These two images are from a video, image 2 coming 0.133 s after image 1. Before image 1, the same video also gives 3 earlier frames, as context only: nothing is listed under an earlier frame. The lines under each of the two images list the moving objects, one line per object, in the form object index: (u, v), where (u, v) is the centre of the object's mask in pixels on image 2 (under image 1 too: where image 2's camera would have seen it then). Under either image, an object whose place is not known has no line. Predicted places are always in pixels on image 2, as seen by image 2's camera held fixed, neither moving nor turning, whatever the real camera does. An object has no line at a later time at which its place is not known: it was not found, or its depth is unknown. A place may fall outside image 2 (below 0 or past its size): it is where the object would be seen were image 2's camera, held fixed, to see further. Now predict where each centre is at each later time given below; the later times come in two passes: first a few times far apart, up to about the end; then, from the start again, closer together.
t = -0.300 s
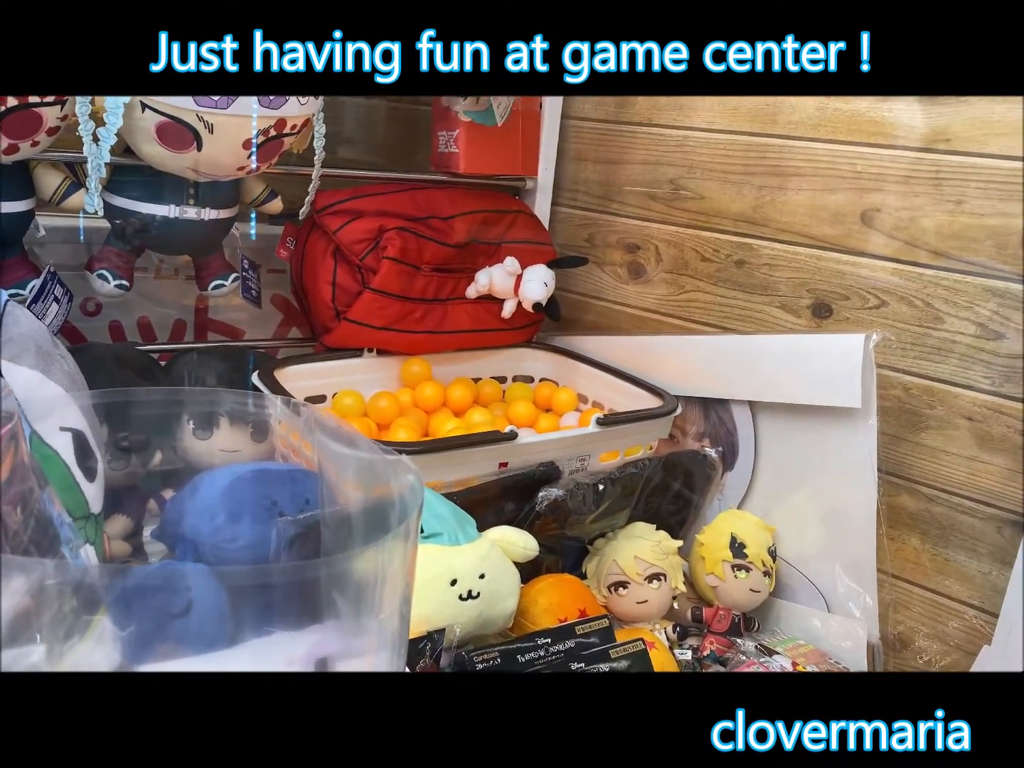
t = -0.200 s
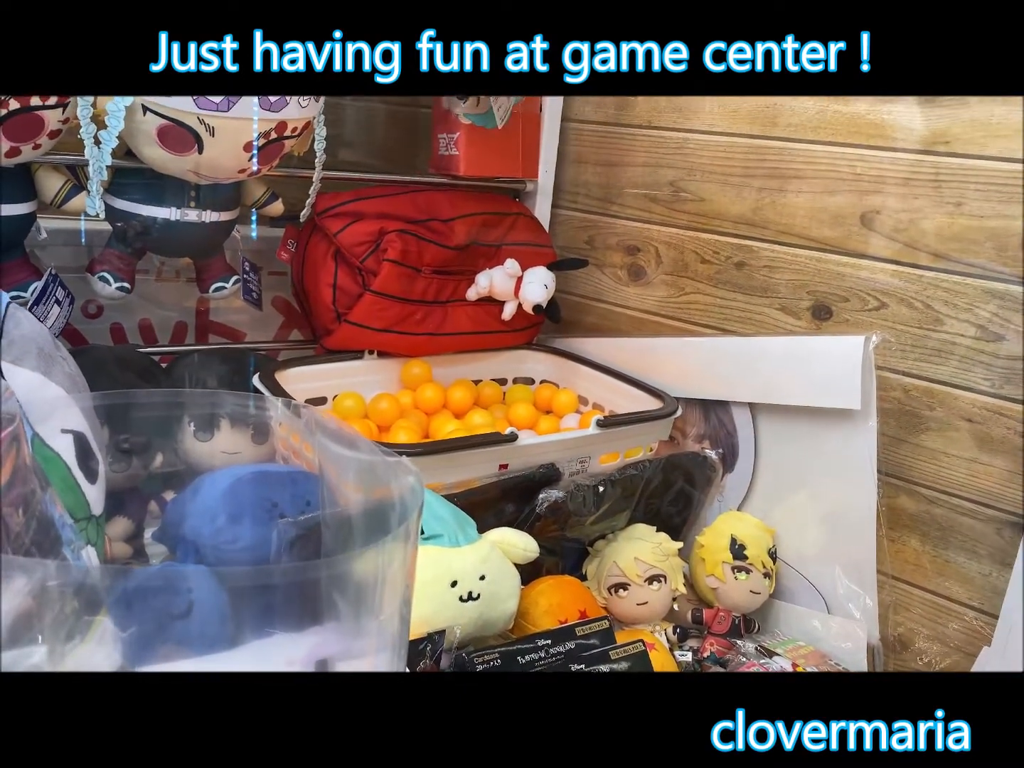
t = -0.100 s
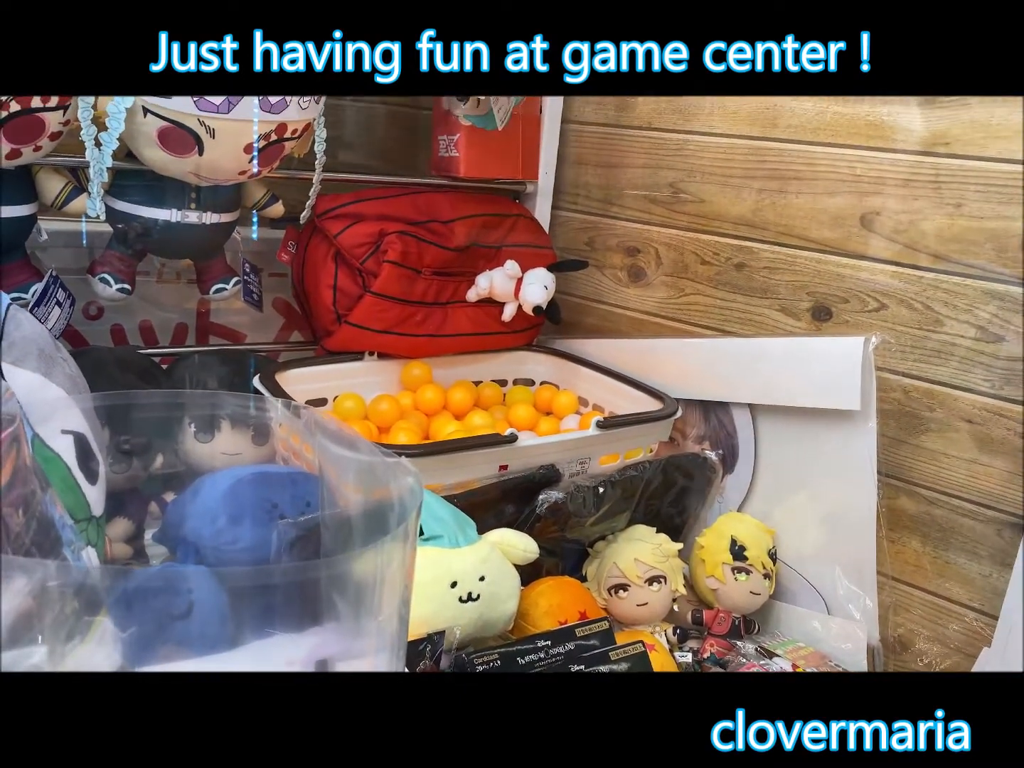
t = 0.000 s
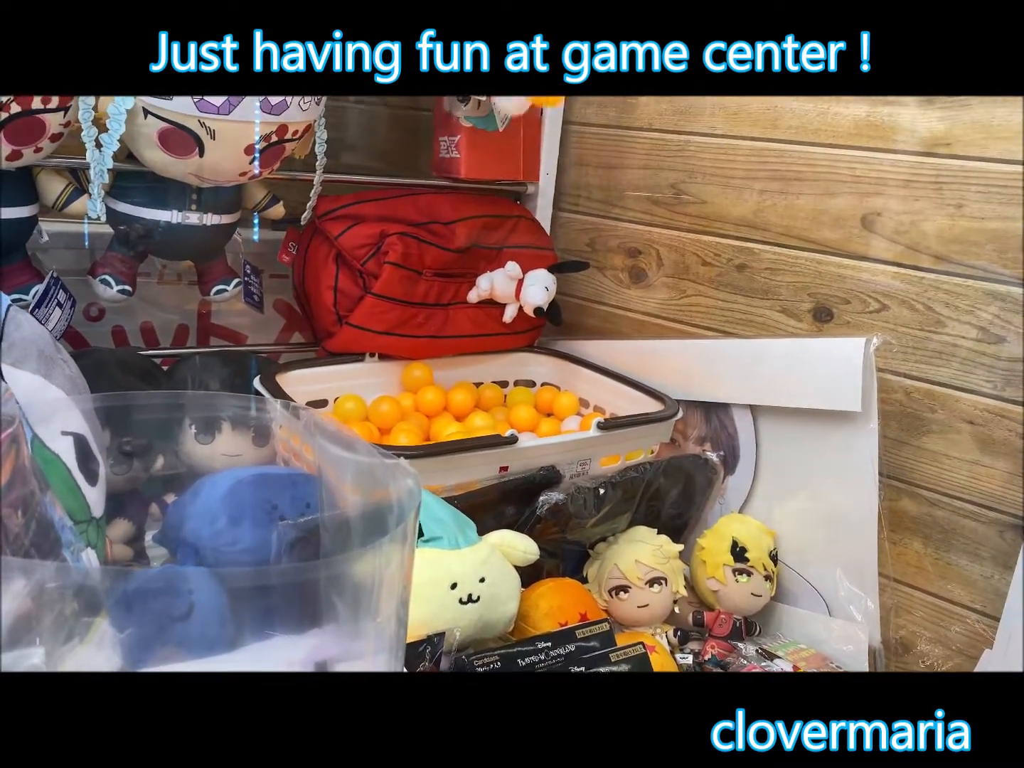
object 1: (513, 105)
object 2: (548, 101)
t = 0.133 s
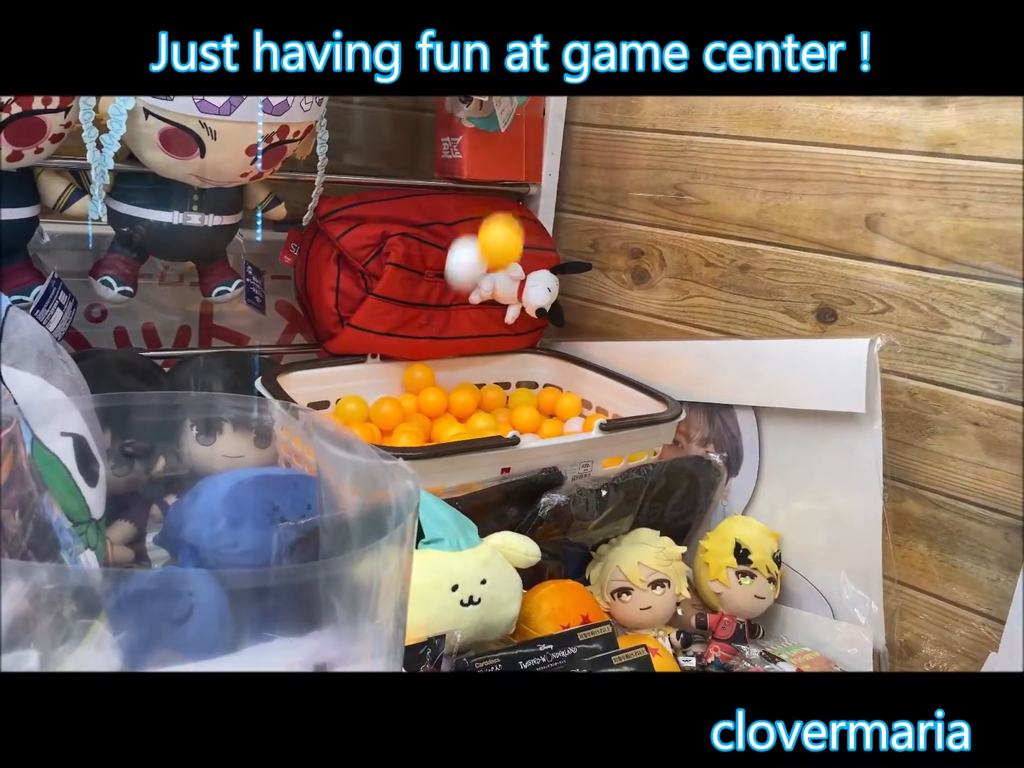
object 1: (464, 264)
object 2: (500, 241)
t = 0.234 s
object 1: (427, 388)
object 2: (455, 485)
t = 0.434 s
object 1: (347, 378)
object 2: (484, 518)
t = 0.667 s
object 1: (271, 526)
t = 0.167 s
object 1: (450, 334)
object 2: (485, 317)
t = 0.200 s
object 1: (436, 413)
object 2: (469, 393)
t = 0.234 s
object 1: (427, 388)
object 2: (455, 485)
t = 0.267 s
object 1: (416, 358)
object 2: (451, 505)
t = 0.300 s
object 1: (403, 339)
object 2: (454, 492)
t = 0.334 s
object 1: (390, 332)
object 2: (462, 491)
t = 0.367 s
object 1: (377, 336)
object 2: (471, 501)
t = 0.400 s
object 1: (362, 349)
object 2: (478, 511)
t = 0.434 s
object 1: (347, 378)
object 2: (484, 518)
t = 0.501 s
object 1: (306, 472)
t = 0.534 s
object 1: (296, 516)
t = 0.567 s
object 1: (290, 521)
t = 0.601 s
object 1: (283, 523)
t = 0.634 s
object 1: (277, 524)
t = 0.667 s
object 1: (271, 526)
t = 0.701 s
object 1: (266, 528)
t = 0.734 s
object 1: (262, 531)
